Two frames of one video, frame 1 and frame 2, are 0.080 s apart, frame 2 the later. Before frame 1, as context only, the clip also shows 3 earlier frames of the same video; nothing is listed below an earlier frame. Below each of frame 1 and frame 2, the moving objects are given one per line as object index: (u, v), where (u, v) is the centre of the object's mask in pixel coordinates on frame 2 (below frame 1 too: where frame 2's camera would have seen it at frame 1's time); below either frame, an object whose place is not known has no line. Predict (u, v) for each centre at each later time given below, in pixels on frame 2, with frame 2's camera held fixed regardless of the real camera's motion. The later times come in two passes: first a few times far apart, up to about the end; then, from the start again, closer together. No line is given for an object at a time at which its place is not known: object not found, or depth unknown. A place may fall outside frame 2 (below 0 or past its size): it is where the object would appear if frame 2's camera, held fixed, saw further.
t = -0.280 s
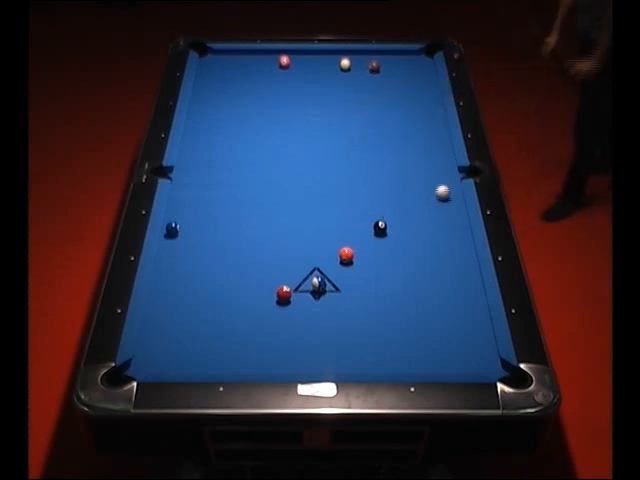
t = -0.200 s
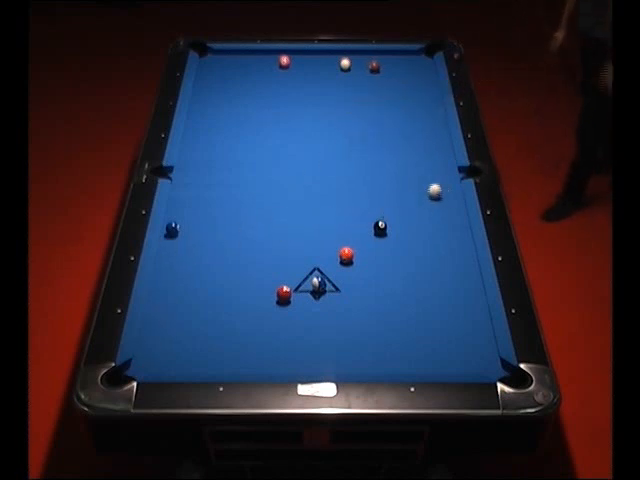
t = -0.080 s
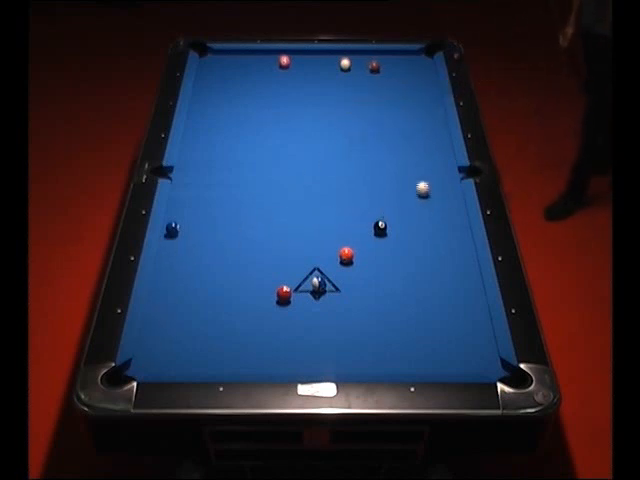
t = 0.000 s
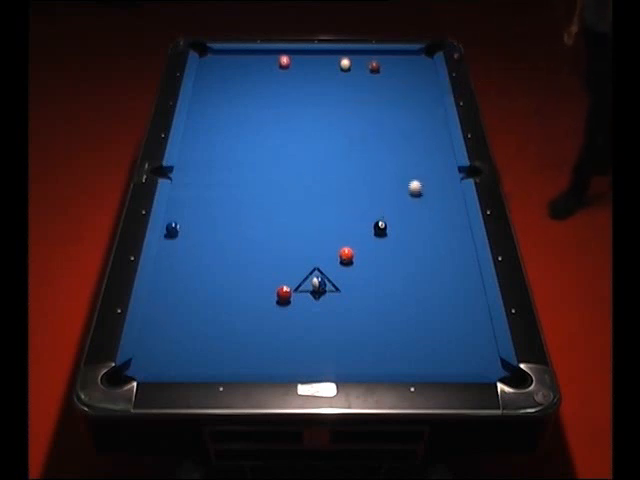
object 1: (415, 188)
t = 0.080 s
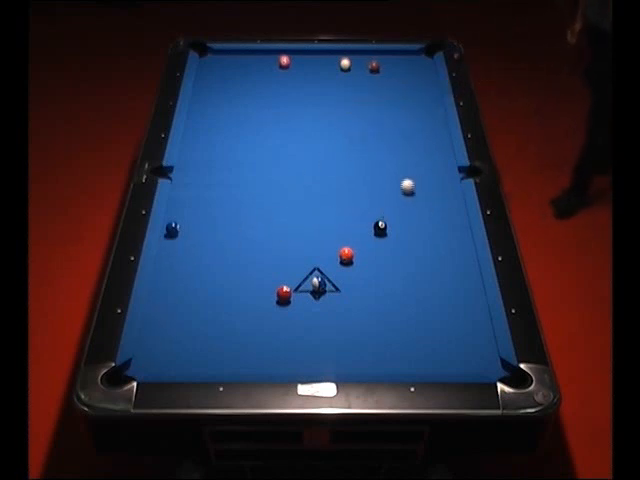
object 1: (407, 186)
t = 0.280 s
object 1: (389, 183)
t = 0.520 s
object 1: (368, 180)
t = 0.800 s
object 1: (345, 176)
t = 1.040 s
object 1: (327, 173)
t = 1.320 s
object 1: (307, 170)
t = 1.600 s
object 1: (289, 167)
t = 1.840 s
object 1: (274, 165)
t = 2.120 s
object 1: (259, 163)
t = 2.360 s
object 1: (247, 161)
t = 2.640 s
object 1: (234, 159)
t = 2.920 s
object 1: (222, 157)
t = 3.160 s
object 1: (213, 156)
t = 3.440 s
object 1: (204, 154)
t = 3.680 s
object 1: (197, 153)
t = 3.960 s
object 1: (190, 153)
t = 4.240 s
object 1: (184, 152)
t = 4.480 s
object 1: (185, 152)
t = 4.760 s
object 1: (186, 152)
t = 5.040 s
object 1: (187, 152)
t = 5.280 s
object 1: (186, 152)
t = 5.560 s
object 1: (186, 152)
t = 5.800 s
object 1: (186, 152)
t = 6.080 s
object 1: (186, 152)
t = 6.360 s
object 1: (186, 152)
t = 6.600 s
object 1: (186, 152)
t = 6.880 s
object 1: (187, 152)
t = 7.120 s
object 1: (186, 152)
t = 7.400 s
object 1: (186, 152)
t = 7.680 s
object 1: (187, 152)
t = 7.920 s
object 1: (187, 152)
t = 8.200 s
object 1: (187, 152)
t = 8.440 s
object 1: (187, 152)
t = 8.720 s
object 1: (187, 152)
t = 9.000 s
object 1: (187, 152)
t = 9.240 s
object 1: (187, 152)
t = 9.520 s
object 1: (187, 152)
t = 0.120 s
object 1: (403, 186)
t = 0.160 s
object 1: (400, 185)
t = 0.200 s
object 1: (396, 185)
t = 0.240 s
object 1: (393, 184)
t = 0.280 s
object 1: (389, 183)
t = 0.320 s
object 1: (385, 183)
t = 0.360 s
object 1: (382, 182)
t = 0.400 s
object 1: (379, 182)
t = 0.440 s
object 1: (375, 181)
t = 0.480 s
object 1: (372, 181)
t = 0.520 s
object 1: (368, 180)
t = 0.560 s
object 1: (365, 179)
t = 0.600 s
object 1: (362, 179)
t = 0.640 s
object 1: (358, 178)
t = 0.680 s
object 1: (355, 178)
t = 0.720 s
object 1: (352, 177)
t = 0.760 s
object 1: (348, 177)
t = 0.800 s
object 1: (345, 176)
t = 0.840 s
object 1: (342, 176)
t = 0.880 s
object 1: (339, 175)
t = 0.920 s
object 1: (336, 175)
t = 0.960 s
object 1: (333, 174)
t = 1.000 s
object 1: (330, 173)
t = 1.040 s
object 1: (327, 173)
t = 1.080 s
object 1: (325, 173)
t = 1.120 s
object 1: (322, 172)
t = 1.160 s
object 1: (319, 172)
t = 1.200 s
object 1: (316, 171)
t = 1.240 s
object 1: (313, 171)
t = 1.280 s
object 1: (310, 170)
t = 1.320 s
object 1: (307, 170)
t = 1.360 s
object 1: (304, 170)
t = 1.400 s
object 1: (302, 169)
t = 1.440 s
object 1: (299, 169)
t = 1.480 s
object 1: (297, 168)
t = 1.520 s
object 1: (294, 168)
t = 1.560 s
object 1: (291, 168)
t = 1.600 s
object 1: (289, 167)
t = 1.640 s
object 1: (287, 167)
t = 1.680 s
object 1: (284, 166)
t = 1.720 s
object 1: (281, 166)
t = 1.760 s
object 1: (279, 166)
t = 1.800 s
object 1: (277, 165)
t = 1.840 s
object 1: (274, 165)
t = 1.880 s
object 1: (272, 165)
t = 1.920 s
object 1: (270, 164)
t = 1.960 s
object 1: (268, 164)
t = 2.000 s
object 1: (265, 164)
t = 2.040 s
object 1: (263, 163)
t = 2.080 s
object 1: (261, 163)
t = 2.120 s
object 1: (259, 163)
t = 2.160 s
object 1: (257, 162)
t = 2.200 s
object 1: (255, 162)
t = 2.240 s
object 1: (253, 162)
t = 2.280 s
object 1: (251, 161)
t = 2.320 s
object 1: (249, 161)
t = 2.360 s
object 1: (247, 161)
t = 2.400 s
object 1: (245, 161)
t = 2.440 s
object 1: (243, 160)
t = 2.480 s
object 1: (241, 160)
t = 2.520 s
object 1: (239, 160)
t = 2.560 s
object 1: (238, 159)
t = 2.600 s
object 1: (236, 159)
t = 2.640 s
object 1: (234, 159)
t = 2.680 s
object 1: (232, 158)
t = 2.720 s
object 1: (230, 158)
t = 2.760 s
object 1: (229, 158)
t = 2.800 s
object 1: (227, 158)
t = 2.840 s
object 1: (225, 157)
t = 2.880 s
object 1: (224, 157)
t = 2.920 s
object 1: (222, 157)
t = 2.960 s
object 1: (221, 157)
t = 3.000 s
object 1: (219, 156)
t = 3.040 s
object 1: (217, 156)
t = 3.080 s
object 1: (216, 156)
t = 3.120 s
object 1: (214, 156)
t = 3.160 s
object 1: (213, 156)
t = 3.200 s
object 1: (212, 156)
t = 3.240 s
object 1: (210, 155)
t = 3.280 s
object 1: (209, 155)
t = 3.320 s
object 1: (207, 155)
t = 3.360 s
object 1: (206, 155)
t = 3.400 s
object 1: (205, 155)
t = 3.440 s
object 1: (204, 154)
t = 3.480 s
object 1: (202, 154)
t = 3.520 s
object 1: (201, 154)
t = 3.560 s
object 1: (200, 154)
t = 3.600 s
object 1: (199, 154)
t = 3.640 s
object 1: (198, 154)
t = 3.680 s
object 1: (197, 153)
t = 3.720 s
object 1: (196, 153)
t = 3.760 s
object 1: (194, 153)
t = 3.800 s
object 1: (194, 153)
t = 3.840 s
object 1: (192, 153)
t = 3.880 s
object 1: (191, 153)
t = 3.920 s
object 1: (190, 153)
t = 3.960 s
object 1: (190, 153)
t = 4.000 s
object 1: (189, 153)
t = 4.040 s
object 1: (188, 152)
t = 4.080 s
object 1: (187, 152)
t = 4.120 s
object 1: (186, 152)
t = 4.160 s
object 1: (185, 152)
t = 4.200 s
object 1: (184, 152)
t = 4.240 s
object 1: (184, 152)
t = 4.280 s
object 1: (183, 152)
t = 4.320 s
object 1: (183, 152)
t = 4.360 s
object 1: (184, 152)
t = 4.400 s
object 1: (184, 152)
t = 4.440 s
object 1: (185, 152)
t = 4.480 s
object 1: (185, 152)
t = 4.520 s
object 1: (185, 152)
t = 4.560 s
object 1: (186, 152)
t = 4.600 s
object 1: (186, 152)
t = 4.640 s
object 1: (186, 152)
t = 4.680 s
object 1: (186, 152)
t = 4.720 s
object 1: (187, 152)
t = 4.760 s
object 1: (186, 152)
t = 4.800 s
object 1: (187, 152)
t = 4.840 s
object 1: (187, 152)
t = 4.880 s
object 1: (187, 152)
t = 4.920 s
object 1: (187, 152)
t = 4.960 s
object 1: (187, 152)
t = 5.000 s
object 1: (187, 152)
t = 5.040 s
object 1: (187, 152)
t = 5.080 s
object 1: (187, 152)
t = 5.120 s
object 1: (187, 152)
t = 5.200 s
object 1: (187, 152)
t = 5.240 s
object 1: (186, 152)
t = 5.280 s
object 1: (186, 152)
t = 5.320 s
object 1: (186, 152)
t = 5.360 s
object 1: (186, 152)
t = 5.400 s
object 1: (186, 152)
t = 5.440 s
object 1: (186, 152)
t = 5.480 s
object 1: (186, 152)
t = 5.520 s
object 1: (187, 152)
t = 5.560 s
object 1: (186, 152)
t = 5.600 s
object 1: (187, 152)
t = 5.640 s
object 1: (187, 152)
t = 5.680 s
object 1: (186, 152)
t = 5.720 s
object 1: (186, 152)
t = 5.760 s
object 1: (186, 152)
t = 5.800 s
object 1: (186, 152)
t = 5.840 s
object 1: (186, 152)
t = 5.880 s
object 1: (186, 152)
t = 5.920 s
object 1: (186, 152)
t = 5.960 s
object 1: (186, 152)
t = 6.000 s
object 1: (186, 152)
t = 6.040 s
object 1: (186, 152)
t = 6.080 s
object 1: (186, 152)
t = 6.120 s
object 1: (186, 152)
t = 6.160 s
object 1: (186, 152)
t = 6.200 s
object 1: (186, 152)
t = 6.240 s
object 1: (186, 152)
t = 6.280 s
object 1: (186, 152)
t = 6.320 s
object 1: (186, 152)
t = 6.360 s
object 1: (186, 152)
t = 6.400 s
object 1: (186, 152)
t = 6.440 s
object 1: (186, 152)
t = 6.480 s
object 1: (186, 152)
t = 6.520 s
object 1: (186, 152)
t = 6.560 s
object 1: (186, 152)
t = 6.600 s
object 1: (186, 152)
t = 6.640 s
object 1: (186, 152)
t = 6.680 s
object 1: (187, 152)
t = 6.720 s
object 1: (187, 152)
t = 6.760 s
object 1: (187, 152)
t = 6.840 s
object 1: (187, 152)
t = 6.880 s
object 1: (187, 152)
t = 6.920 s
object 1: (187, 152)
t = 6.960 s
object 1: (186, 152)
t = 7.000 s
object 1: (186, 152)
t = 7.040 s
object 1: (186, 152)
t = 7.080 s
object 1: (186, 152)
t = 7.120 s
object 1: (186, 152)
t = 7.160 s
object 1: (187, 152)
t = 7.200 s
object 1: (187, 152)
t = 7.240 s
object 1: (187, 152)
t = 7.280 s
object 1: (187, 152)
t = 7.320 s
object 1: (187, 152)
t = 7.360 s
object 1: (187, 152)
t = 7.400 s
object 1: (186, 152)
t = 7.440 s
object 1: (186, 152)
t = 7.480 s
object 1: (186, 152)
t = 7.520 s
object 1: (186, 152)
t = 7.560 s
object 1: (186, 152)
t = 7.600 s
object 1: (186, 152)
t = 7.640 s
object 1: (186, 152)
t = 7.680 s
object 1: (187, 152)
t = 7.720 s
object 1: (186, 152)
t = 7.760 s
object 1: (186, 152)
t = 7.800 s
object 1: (186, 152)
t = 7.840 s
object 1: (187, 152)
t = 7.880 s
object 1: (186, 152)
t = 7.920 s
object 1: (187, 152)
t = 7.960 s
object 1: (187, 152)
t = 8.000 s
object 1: (187, 152)
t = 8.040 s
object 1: (187, 152)
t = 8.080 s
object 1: (187, 152)
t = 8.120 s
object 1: (187, 152)
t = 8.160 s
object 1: (187, 152)
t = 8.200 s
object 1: (187, 152)
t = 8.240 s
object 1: (187, 152)
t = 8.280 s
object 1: (187, 152)
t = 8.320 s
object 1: (187, 152)
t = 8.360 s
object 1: (187, 152)
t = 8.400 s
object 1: (187, 152)
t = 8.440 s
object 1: (187, 152)
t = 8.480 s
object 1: (187, 152)
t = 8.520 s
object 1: (187, 152)
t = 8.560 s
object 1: (187, 152)
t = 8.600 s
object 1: (187, 152)
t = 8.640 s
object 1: (187, 152)
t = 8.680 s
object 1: (187, 152)
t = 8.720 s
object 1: (187, 152)
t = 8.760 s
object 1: (187, 152)
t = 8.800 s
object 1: (187, 152)
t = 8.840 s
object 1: (187, 152)
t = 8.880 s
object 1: (187, 152)
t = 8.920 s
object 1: (187, 152)
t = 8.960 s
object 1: (187, 152)
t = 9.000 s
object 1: (187, 152)
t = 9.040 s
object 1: (187, 152)
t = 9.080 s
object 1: (187, 152)
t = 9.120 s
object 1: (187, 152)
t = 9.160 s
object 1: (187, 152)
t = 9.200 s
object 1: (187, 152)
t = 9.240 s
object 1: (187, 152)
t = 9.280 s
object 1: (187, 152)
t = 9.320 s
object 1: (187, 152)
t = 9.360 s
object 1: (187, 152)
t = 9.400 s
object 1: (187, 152)
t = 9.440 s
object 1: (187, 152)
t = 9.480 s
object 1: (187, 152)
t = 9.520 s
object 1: (187, 152)
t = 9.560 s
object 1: (187, 152)
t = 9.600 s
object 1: (187, 152)
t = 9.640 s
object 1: (187, 152)
